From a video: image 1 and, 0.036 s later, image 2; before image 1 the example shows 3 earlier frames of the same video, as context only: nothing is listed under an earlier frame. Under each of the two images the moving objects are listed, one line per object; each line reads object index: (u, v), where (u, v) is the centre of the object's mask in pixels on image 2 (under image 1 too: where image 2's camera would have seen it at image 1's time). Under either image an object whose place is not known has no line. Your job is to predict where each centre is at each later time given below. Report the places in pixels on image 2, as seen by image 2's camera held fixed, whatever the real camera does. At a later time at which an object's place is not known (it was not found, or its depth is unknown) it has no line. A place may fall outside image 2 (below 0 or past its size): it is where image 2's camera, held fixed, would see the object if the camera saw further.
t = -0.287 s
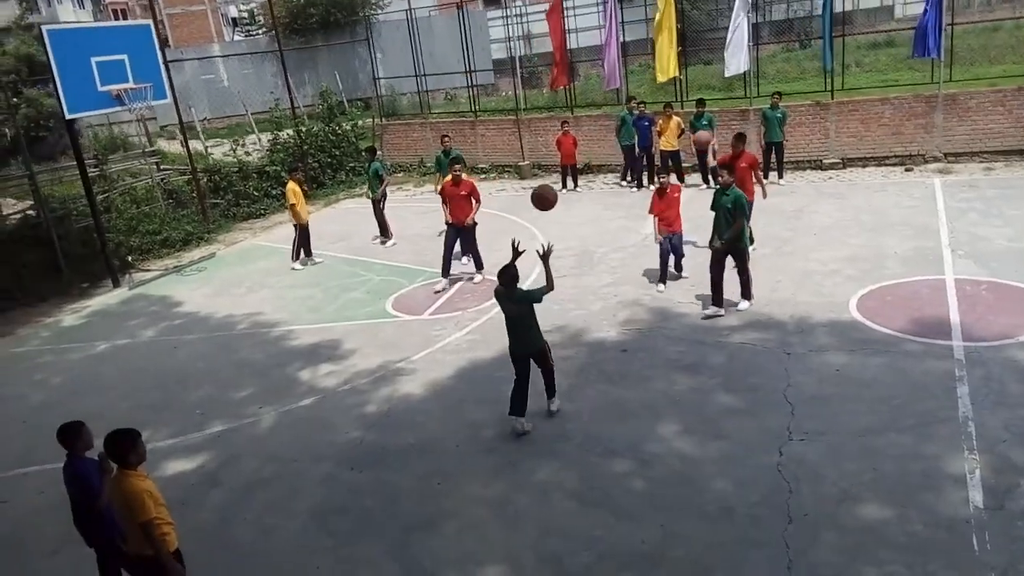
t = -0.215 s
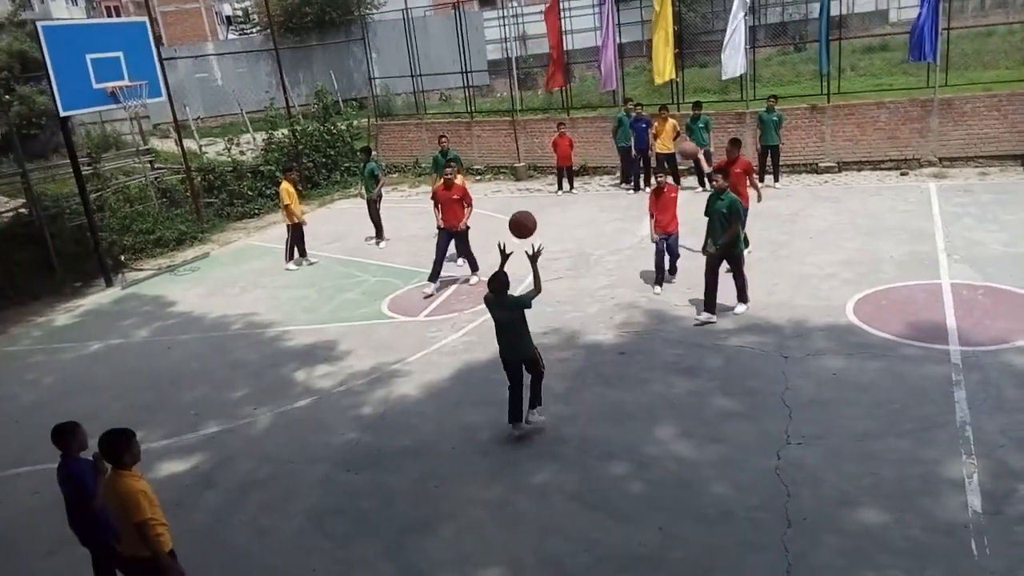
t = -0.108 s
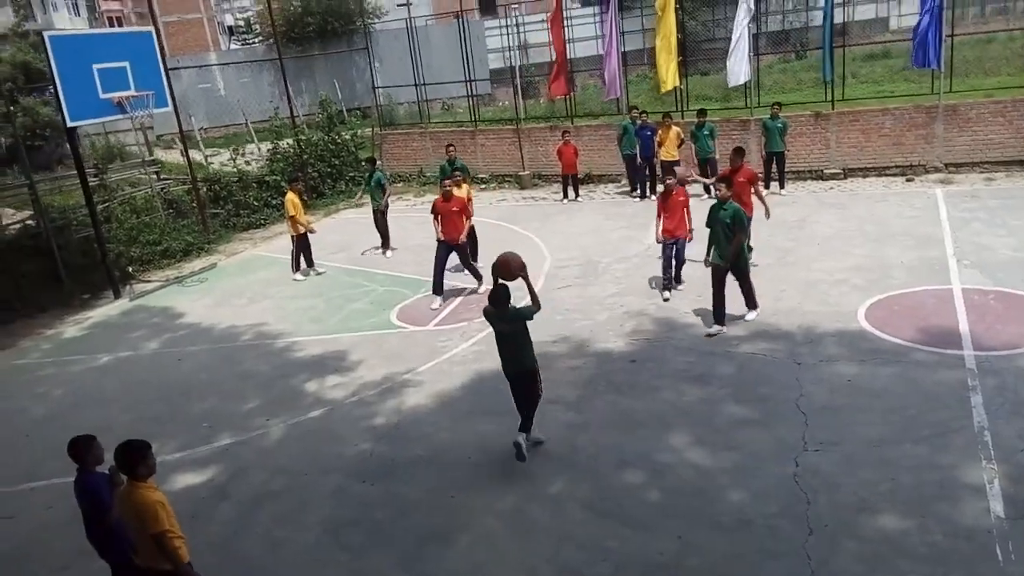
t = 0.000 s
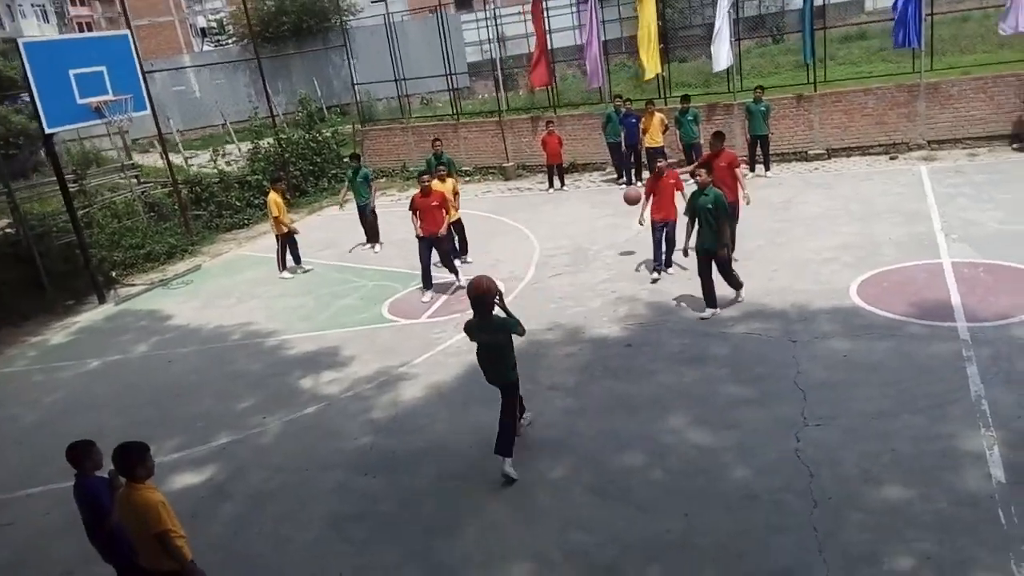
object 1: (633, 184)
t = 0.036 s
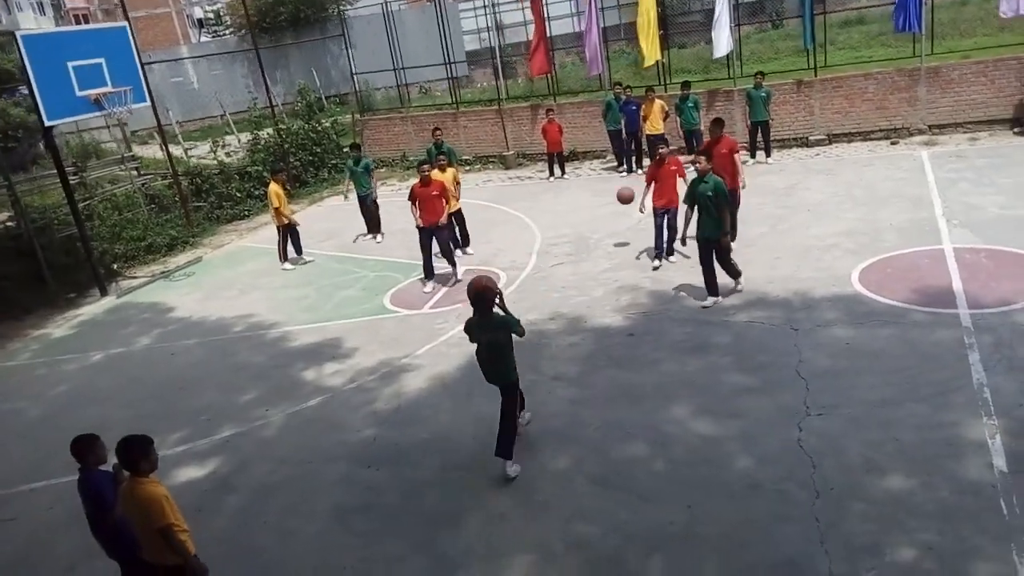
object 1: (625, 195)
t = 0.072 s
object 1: (617, 207)
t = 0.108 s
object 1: (609, 220)
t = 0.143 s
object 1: (601, 233)
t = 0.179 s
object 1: (594, 248)
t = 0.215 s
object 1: (588, 246)
